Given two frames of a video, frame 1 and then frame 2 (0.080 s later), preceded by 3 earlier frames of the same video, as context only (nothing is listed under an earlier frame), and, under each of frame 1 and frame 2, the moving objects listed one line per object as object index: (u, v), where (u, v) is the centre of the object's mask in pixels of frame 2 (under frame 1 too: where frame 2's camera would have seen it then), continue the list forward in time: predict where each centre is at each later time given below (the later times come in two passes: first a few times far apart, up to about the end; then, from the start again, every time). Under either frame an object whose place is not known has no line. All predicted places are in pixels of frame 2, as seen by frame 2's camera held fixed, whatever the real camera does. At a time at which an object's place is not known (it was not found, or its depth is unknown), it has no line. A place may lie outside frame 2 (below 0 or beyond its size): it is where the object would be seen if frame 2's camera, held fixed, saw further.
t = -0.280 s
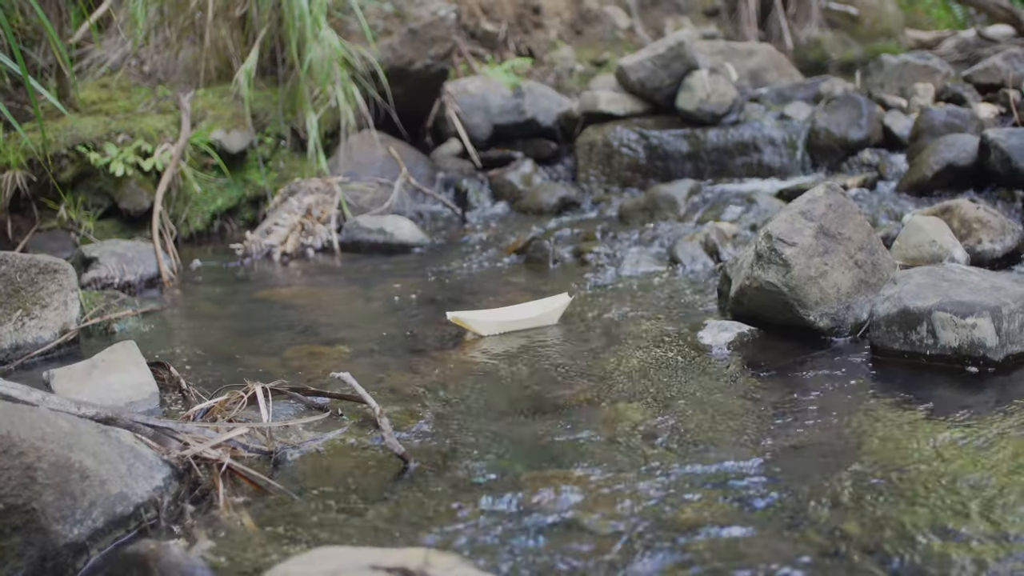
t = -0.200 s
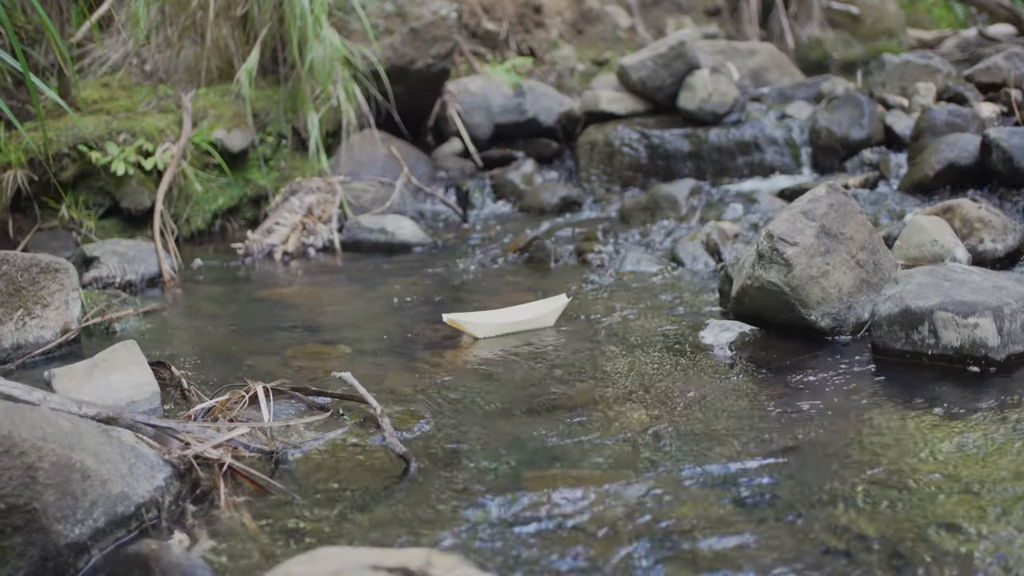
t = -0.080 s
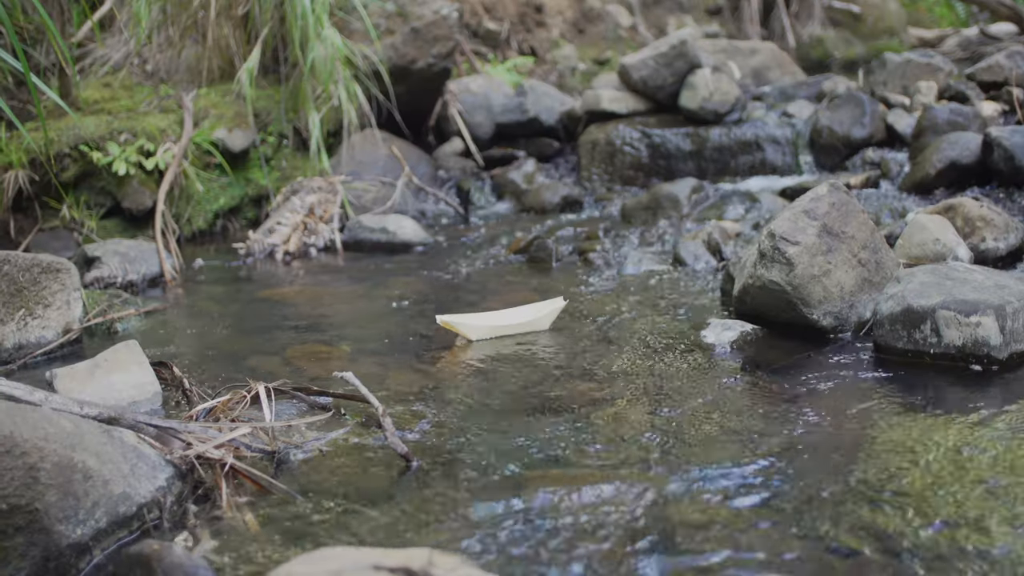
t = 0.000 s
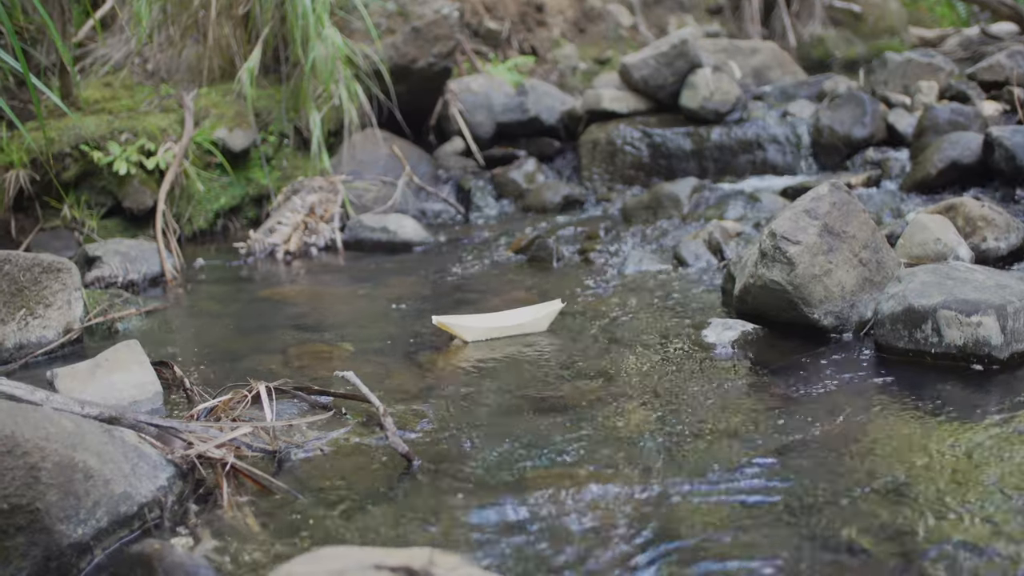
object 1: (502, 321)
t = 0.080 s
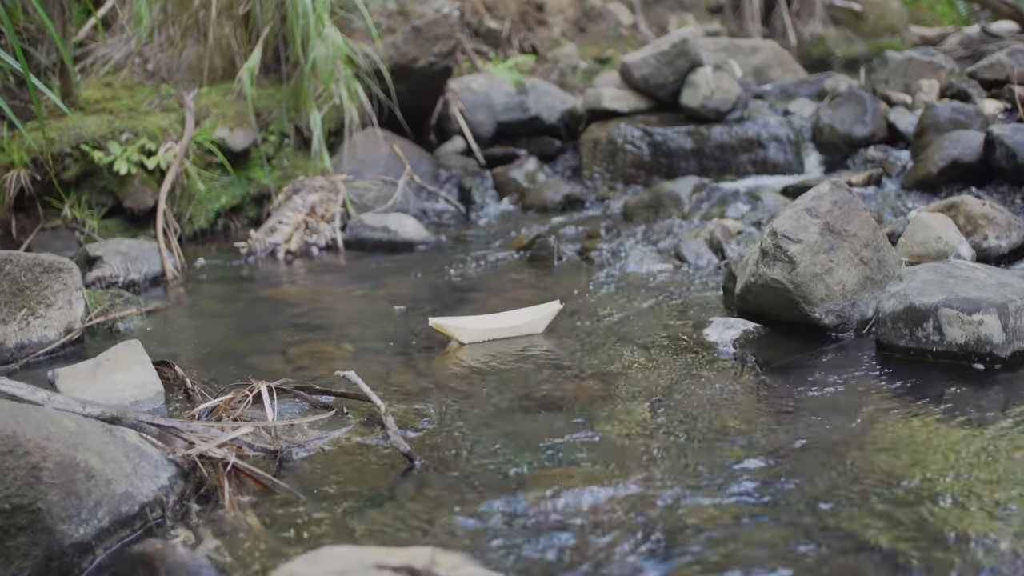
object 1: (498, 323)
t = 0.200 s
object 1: (493, 327)
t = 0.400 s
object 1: (484, 333)
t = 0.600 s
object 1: (476, 339)
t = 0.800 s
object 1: (470, 345)
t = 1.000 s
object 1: (465, 352)
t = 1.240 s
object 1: (463, 360)
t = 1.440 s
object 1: (466, 369)
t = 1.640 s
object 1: (475, 381)
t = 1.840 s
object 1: (487, 394)
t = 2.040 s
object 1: (494, 406)
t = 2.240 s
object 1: (491, 417)
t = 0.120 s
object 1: (496, 325)
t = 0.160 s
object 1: (494, 326)
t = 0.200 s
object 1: (493, 327)
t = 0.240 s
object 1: (491, 328)
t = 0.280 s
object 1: (489, 329)
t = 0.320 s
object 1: (488, 330)
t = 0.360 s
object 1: (486, 331)
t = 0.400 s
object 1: (484, 333)
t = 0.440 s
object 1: (482, 334)
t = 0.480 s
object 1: (481, 335)
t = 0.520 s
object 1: (479, 337)
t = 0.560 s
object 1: (478, 338)
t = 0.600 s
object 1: (476, 339)
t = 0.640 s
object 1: (475, 340)
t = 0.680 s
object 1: (473, 342)
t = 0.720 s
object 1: (472, 343)
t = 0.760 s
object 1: (471, 344)
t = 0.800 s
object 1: (470, 345)
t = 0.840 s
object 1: (468, 346)
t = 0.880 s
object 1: (467, 348)
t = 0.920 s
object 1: (466, 349)
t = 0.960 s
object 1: (466, 350)
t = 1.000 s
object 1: (465, 352)
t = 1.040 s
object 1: (464, 353)
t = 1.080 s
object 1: (464, 354)
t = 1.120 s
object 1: (464, 356)
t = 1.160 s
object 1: (463, 358)
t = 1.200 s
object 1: (463, 359)
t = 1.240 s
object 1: (463, 360)
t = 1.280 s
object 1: (464, 362)
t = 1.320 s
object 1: (464, 363)
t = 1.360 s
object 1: (464, 365)
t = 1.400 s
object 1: (465, 367)
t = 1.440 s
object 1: (466, 369)
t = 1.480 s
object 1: (467, 371)
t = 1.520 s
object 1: (469, 373)
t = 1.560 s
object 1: (471, 375)
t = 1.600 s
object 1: (473, 378)
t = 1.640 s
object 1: (475, 381)
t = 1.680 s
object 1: (477, 384)
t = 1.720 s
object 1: (479, 387)
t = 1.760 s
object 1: (482, 389)
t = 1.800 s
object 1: (485, 392)
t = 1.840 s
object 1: (487, 394)
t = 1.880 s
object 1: (489, 396)
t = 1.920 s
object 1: (492, 399)
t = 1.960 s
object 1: (493, 401)
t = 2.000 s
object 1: (494, 404)
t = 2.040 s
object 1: (494, 406)
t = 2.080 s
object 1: (494, 409)
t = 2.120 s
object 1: (494, 411)
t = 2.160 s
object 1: (493, 413)
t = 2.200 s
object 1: (492, 415)
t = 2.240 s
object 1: (491, 417)
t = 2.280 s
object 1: (489, 419)
